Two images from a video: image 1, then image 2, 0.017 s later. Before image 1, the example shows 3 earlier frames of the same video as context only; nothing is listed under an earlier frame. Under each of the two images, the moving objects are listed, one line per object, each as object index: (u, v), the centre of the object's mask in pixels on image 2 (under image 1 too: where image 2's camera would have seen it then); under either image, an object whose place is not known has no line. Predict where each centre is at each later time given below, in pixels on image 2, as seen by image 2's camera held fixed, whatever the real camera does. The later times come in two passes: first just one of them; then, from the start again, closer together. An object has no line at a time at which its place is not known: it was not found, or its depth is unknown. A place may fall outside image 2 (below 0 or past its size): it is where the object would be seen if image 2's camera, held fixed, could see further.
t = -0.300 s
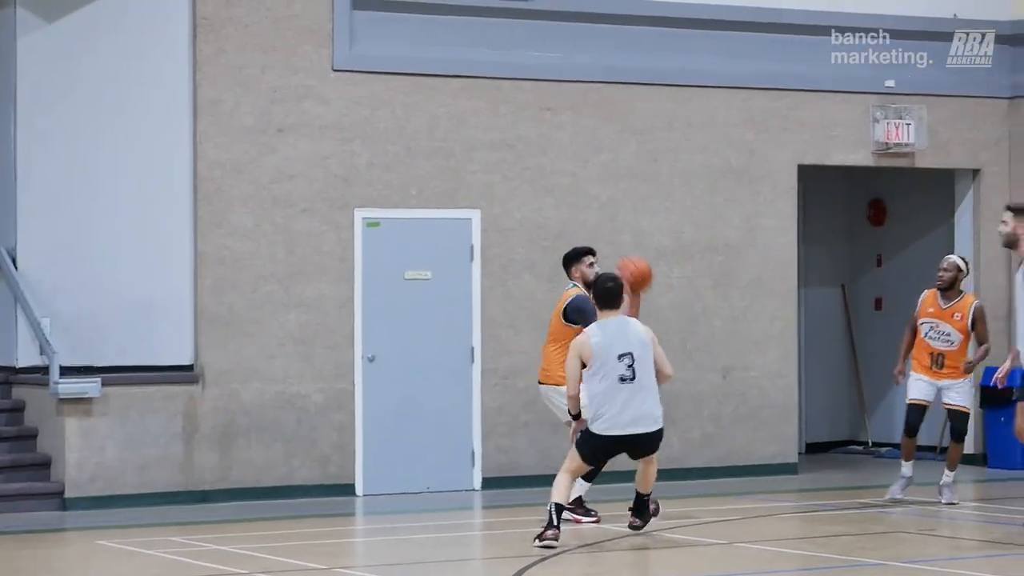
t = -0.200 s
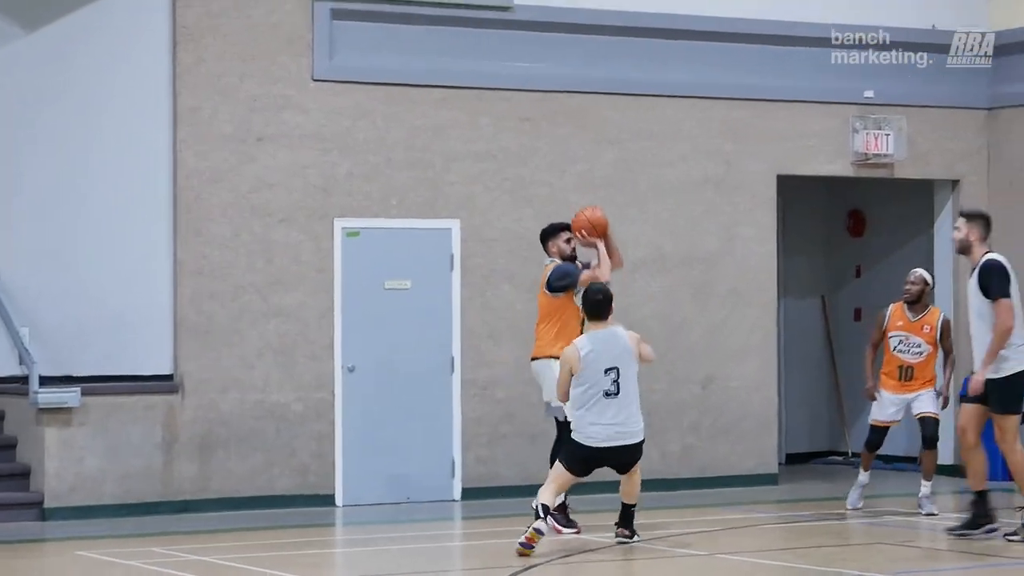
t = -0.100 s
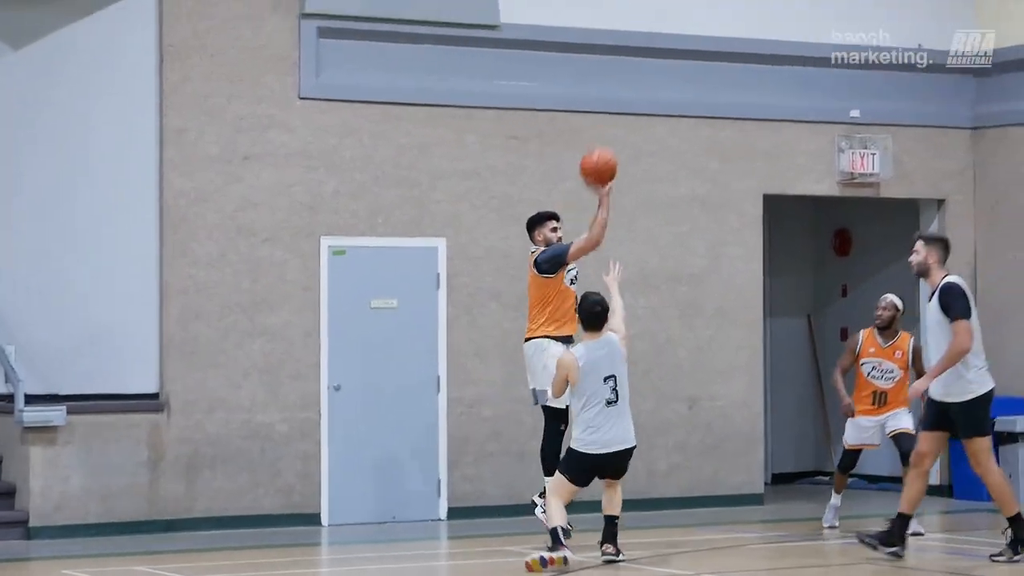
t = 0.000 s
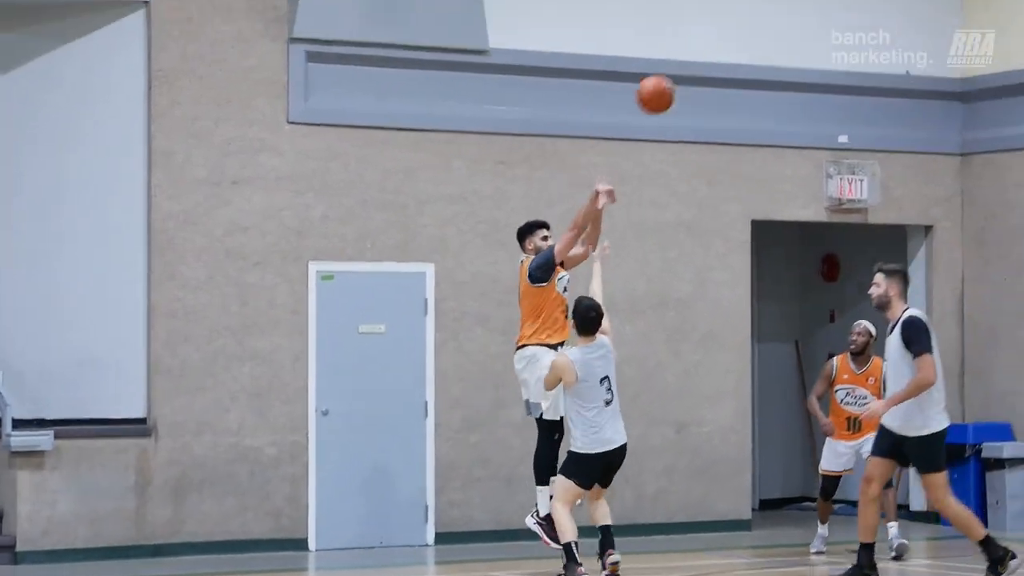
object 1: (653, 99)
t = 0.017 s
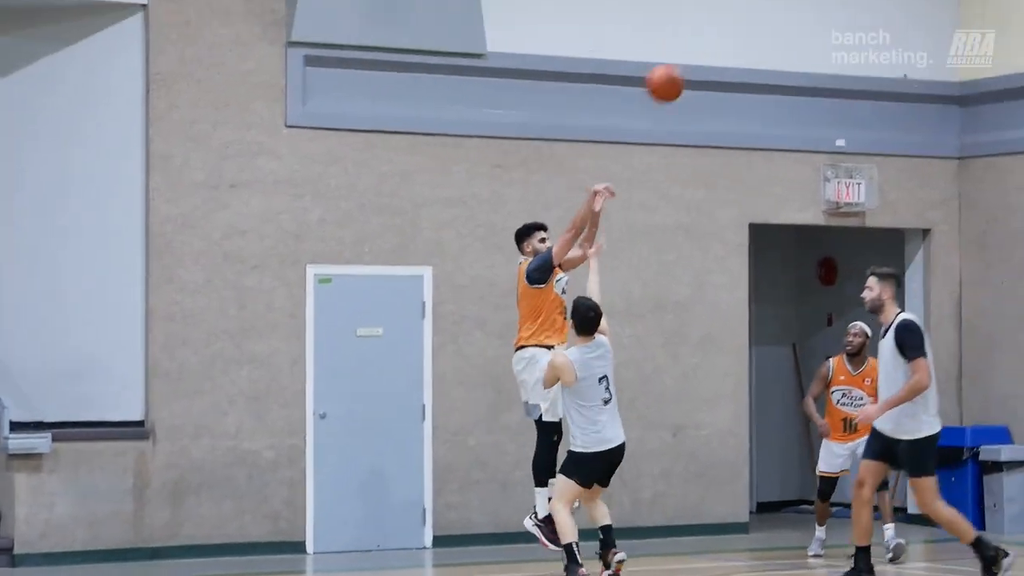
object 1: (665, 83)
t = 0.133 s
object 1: (752, -7)
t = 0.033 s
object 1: (677, 69)
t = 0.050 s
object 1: (690, 55)
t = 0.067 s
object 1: (701, 40)
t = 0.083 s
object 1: (713, 26)
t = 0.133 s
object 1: (752, -7)
